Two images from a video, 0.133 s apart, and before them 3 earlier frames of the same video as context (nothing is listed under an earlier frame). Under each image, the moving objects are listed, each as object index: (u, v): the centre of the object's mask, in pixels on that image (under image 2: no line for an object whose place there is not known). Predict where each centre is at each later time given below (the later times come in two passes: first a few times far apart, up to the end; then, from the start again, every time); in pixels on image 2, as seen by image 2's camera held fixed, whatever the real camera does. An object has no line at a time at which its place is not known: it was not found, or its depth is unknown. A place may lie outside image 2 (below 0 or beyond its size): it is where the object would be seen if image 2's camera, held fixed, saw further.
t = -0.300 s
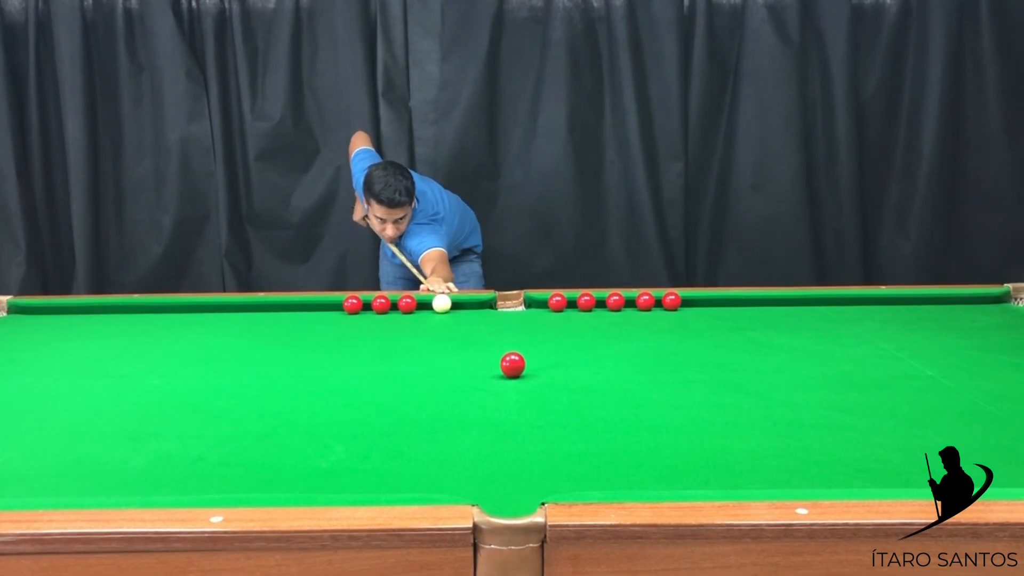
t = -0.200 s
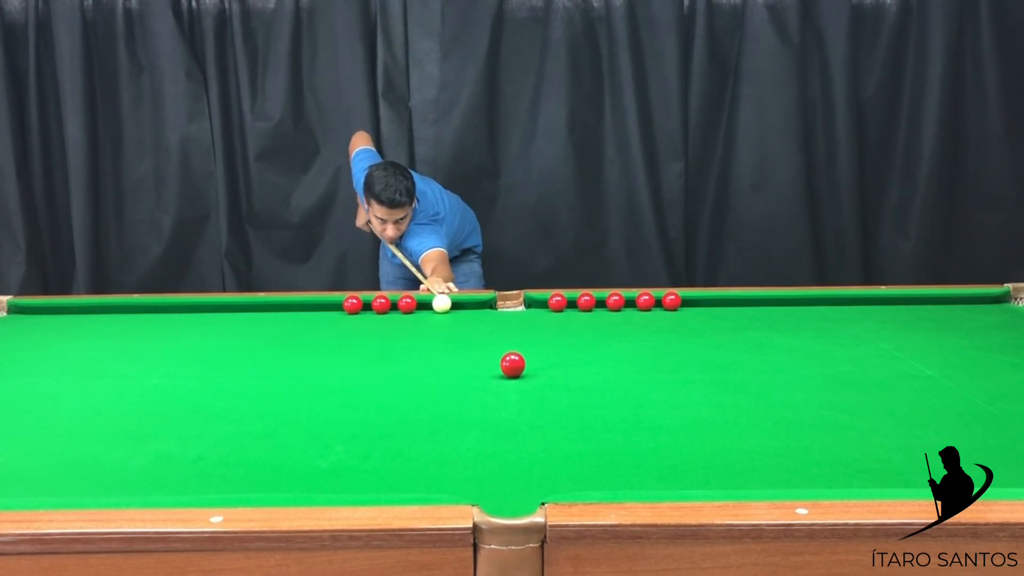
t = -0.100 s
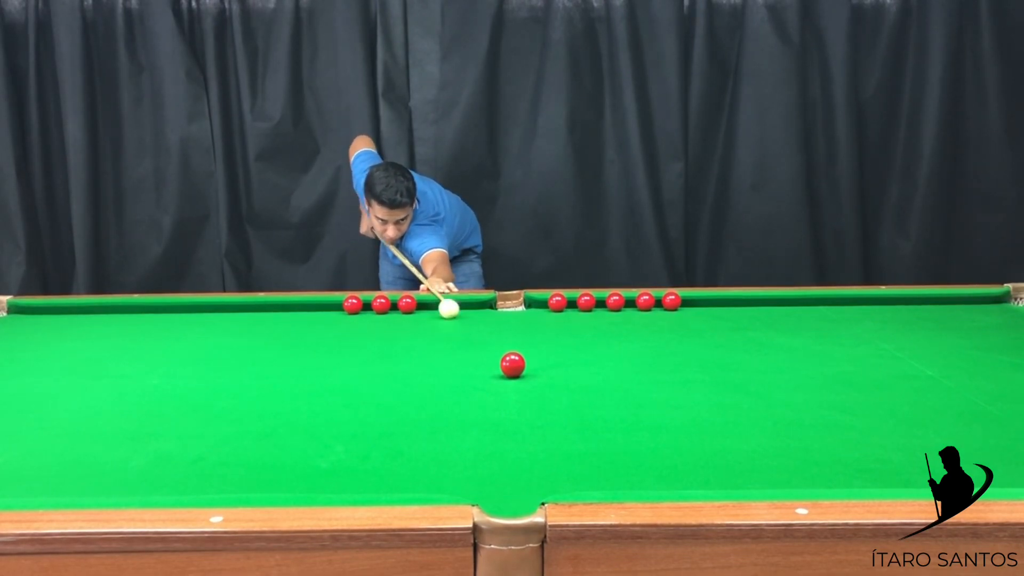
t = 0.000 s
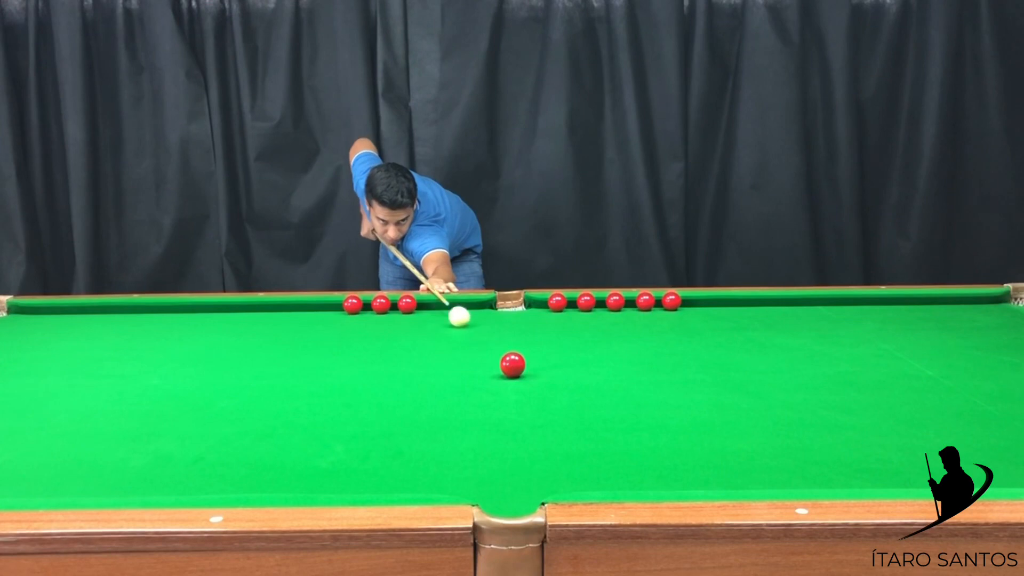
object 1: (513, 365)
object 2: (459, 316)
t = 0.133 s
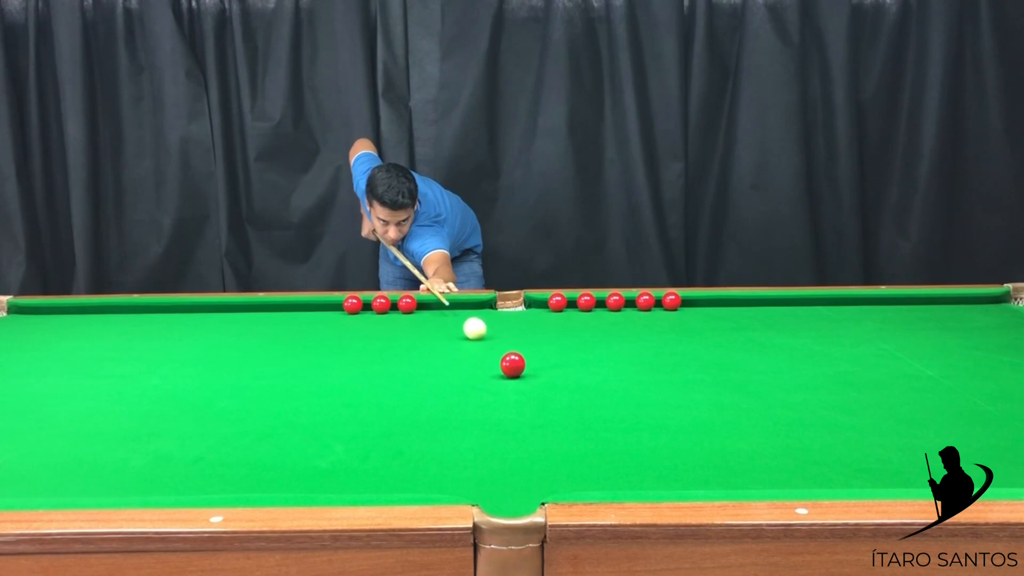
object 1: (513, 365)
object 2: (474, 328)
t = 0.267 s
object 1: (513, 365)
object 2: (491, 341)
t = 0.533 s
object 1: (512, 378)
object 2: (532, 360)
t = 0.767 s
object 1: (510, 401)
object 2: (569, 367)
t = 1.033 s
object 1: (508, 431)
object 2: (611, 375)
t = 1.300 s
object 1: (506, 467)
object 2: (653, 383)
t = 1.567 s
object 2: (694, 391)
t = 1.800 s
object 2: (728, 398)
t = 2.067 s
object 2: (766, 406)
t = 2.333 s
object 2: (801, 413)
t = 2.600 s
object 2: (832, 419)
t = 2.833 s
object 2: (857, 424)
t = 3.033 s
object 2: (877, 429)
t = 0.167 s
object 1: (513, 365)
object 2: (479, 332)
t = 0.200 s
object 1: (513, 365)
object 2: (483, 335)
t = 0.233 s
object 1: (513, 365)
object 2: (487, 338)
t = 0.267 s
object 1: (513, 365)
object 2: (491, 341)
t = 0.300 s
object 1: (513, 365)
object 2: (496, 345)
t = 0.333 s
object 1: (513, 365)
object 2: (500, 347)
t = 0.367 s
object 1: (513, 365)
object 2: (504, 349)
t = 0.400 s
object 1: (513, 365)
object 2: (509, 350)
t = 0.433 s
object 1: (512, 367)
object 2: (518, 353)
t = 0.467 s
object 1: (512, 371)
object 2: (523, 356)
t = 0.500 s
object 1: (512, 375)
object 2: (528, 358)
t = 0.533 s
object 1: (512, 378)
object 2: (532, 360)
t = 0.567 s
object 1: (511, 381)
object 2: (537, 361)
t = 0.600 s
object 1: (511, 385)
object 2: (543, 362)
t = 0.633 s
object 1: (511, 388)
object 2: (548, 363)
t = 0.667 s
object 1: (511, 391)
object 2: (553, 364)
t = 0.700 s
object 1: (510, 394)
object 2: (559, 365)
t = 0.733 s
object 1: (510, 398)
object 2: (564, 366)
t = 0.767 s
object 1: (510, 401)
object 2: (569, 367)
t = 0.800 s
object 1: (510, 405)
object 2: (574, 368)
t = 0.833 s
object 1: (509, 408)
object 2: (580, 369)
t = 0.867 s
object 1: (509, 412)
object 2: (585, 370)
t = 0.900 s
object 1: (509, 416)
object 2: (590, 371)
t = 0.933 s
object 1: (509, 419)
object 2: (595, 372)
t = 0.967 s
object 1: (509, 423)
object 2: (601, 373)
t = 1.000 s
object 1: (508, 427)
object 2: (606, 374)
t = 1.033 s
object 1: (508, 431)
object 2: (611, 375)
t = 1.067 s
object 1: (508, 436)
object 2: (617, 376)
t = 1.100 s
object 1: (508, 440)
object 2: (622, 377)
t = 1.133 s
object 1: (508, 444)
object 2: (627, 378)
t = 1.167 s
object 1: (507, 449)
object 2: (632, 379)
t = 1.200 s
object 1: (507, 453)
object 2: (637, 380)
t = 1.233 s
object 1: (507, 458)
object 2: (643, 381)
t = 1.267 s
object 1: (507, 463)
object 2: (648, 382)
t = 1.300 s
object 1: (506, 467)
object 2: (653, 383)
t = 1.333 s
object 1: (506, 472)
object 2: (658, 384)
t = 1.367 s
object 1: (506, 478)
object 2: (663, 385)
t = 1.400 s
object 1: (506, 483)
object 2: (668, 386)
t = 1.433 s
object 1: (505, 488)
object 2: (674, 387)
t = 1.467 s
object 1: (505, 494)
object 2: (679, 388)
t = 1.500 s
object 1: (505, 498)
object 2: (684, 389)
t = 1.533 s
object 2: (689, 390)
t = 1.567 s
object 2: (694, 391)
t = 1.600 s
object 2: (699, 392)
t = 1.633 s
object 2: (704, 393)
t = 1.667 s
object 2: (709, 394)
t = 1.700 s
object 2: (714, 395)
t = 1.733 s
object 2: (719, 396)
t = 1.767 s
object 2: (723, 397)
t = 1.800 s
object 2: (728, 398)
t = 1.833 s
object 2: (733, 399)
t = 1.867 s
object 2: (738, 400)
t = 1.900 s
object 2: (743, 401)
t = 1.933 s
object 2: (747, 402)
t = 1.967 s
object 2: (752, 403)
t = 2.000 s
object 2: (757, 404)
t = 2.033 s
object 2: (761, 405)
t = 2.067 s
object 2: (766, 406)
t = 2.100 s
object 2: (771, 407)
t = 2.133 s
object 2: (775, 408)
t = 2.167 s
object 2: (779, 408)
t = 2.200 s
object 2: (784, 409)
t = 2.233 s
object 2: (788, 410)
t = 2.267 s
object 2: (792, 411)
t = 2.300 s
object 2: (796, 412)
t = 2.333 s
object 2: (801, 413)
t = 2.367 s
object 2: (804, 413)
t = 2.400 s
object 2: (809, 414)
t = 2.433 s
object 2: (813, 415)
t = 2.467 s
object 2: (817, 416)
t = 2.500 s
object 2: (820, 417)
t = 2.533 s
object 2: (824, 417)
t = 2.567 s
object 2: (828, 418)
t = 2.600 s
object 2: (832, 419)
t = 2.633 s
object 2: (836, 420)
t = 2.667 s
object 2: (840, 421)
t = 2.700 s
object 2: (843, 421)
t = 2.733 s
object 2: (847, 422)
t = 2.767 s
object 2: (850, 423)
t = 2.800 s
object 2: (854, 424)
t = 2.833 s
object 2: (857, 424)
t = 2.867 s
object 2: (861, 425)
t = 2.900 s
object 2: (864, 426)
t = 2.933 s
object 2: (867, 427)
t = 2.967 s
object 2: (871, 427)
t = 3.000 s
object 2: (874, 428)
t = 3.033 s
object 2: (877, 429)
